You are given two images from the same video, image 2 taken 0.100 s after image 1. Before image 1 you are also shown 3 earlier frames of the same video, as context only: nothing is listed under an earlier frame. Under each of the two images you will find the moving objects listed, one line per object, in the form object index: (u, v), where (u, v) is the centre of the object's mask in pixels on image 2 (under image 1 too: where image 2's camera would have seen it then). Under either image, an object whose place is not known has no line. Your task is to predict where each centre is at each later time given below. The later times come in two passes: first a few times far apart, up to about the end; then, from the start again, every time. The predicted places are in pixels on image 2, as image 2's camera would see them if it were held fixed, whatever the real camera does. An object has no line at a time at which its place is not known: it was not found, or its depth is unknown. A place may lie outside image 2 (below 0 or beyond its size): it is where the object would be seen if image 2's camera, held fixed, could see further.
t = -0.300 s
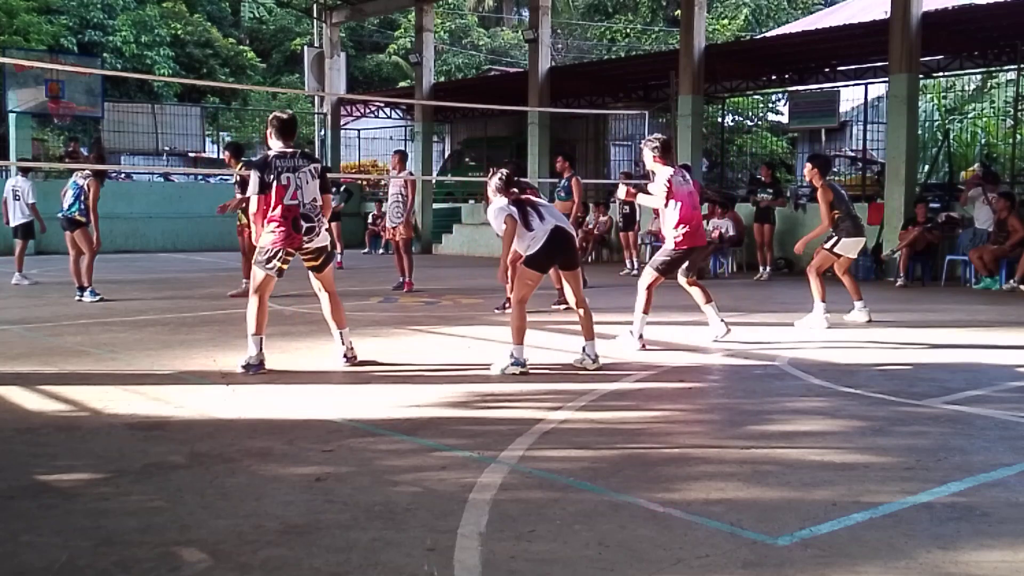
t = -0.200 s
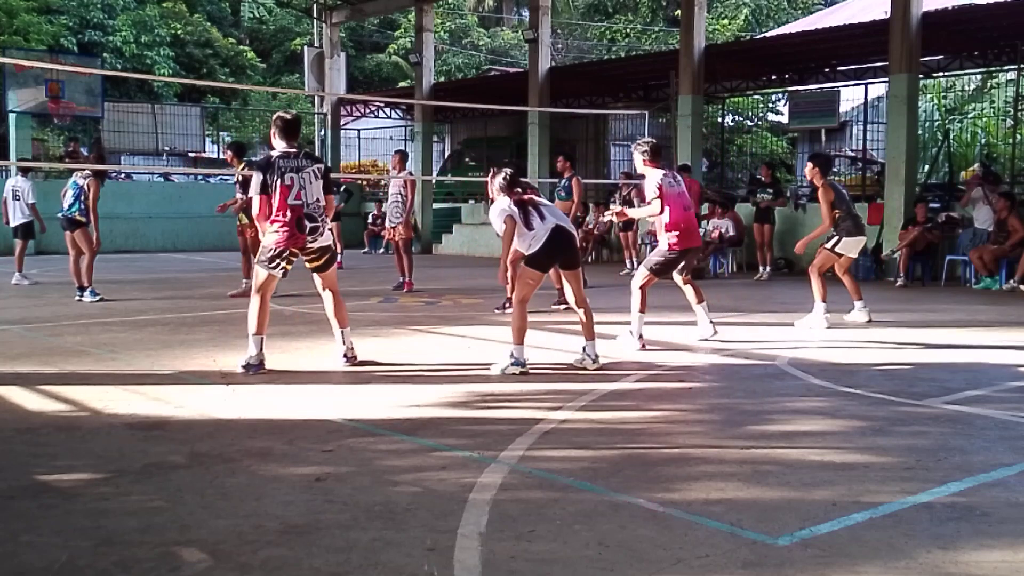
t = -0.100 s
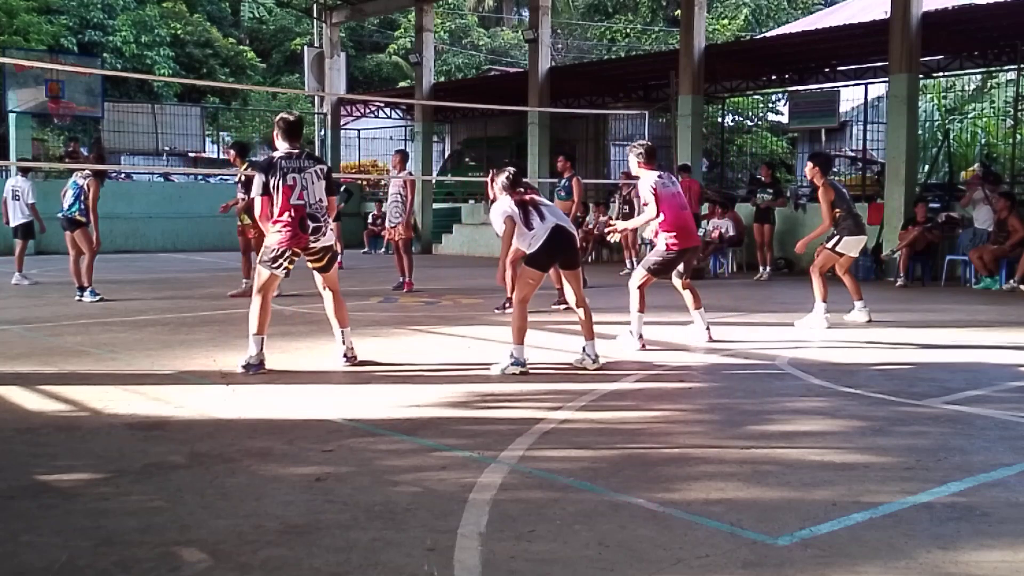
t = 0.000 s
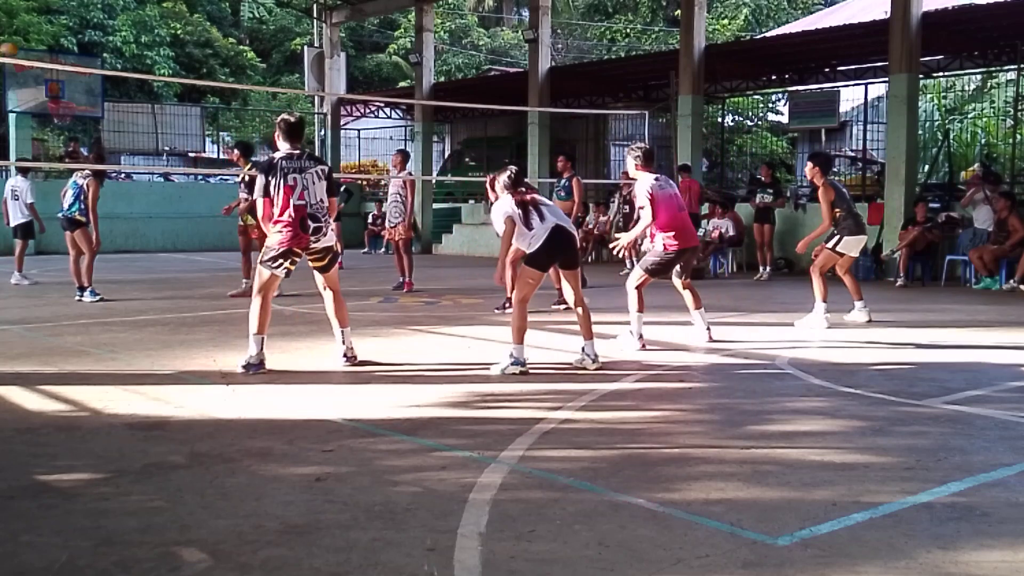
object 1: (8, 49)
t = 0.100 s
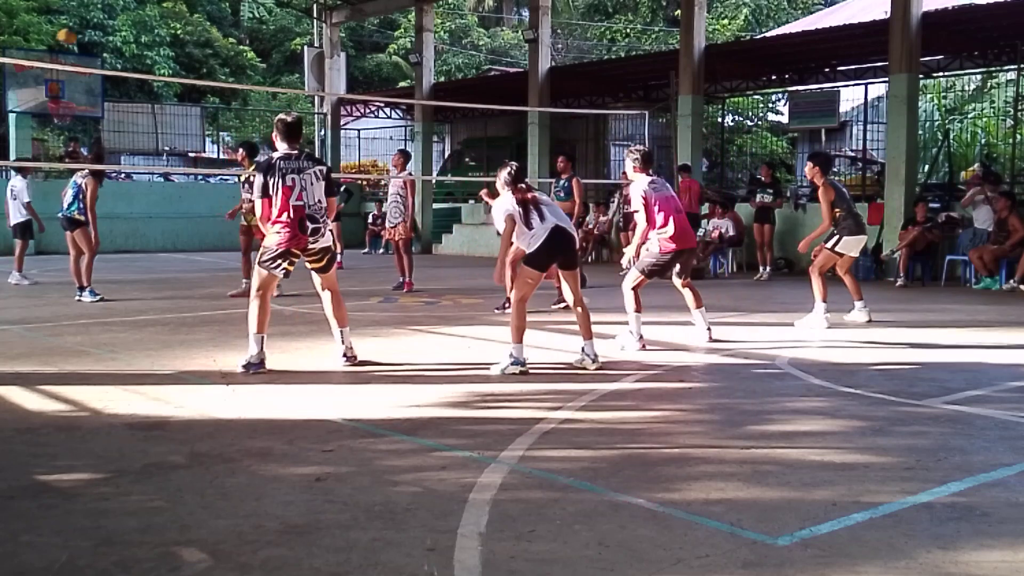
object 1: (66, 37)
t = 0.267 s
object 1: (176, 29)
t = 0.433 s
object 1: (307, 46)
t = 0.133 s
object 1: (87, 34)
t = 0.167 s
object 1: (109, 32)
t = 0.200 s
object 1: (131, 30)
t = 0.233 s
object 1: (153, 29)
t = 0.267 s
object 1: (176, 29)
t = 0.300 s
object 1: (202, 31)
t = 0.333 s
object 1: (226, 33)
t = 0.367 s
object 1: (252, 36)
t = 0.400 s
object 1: (279, 41)
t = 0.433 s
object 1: (307, 46)
